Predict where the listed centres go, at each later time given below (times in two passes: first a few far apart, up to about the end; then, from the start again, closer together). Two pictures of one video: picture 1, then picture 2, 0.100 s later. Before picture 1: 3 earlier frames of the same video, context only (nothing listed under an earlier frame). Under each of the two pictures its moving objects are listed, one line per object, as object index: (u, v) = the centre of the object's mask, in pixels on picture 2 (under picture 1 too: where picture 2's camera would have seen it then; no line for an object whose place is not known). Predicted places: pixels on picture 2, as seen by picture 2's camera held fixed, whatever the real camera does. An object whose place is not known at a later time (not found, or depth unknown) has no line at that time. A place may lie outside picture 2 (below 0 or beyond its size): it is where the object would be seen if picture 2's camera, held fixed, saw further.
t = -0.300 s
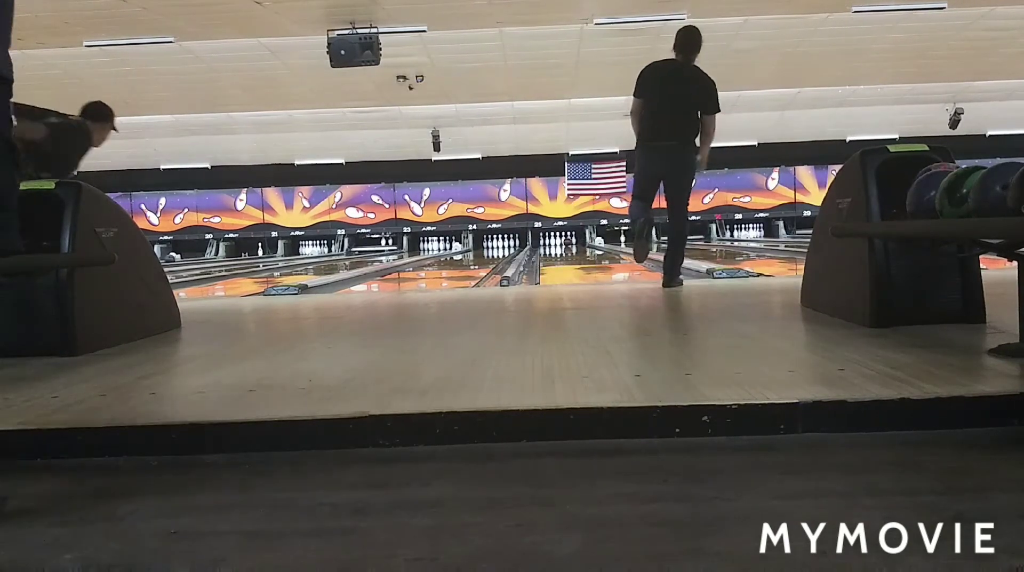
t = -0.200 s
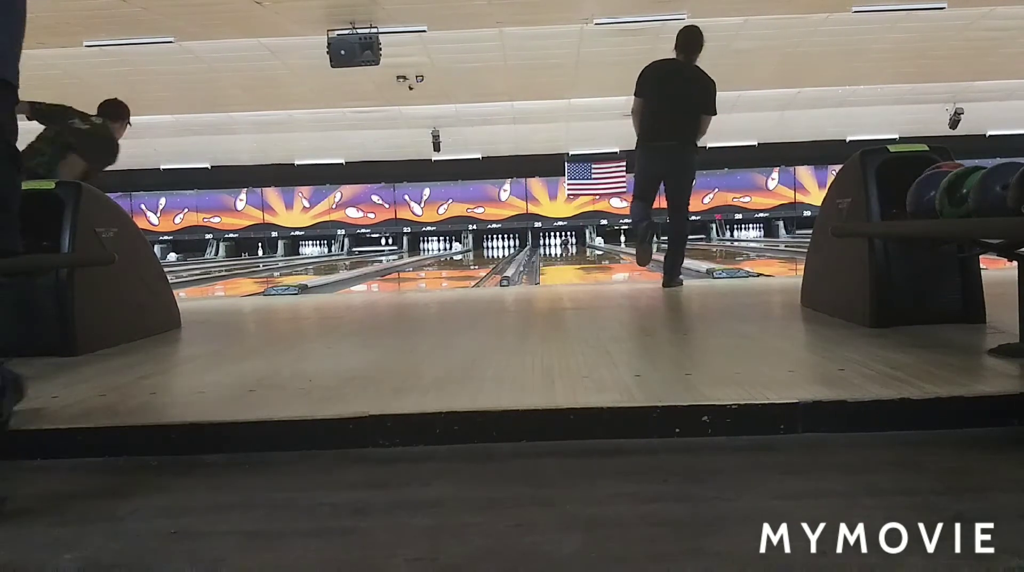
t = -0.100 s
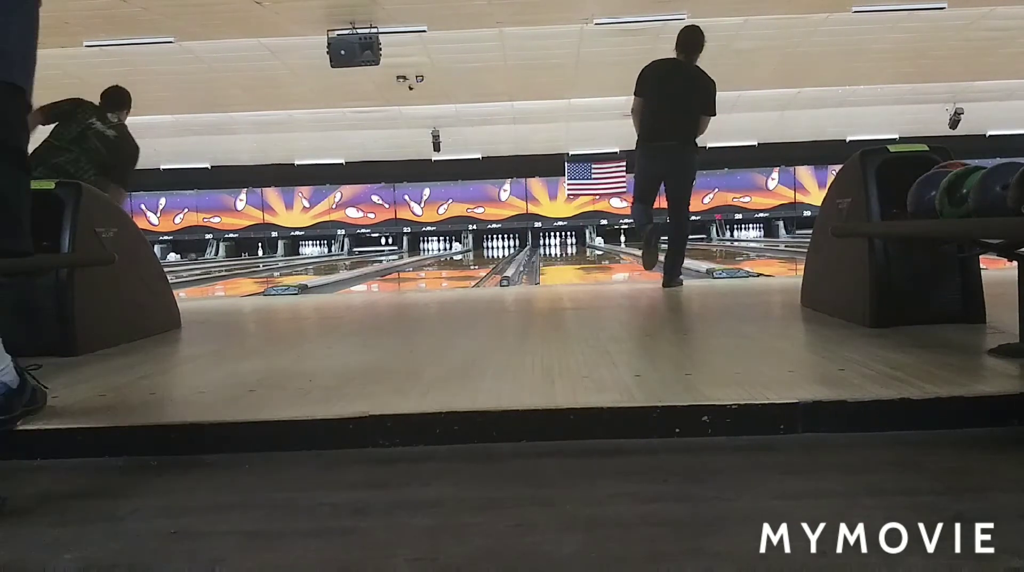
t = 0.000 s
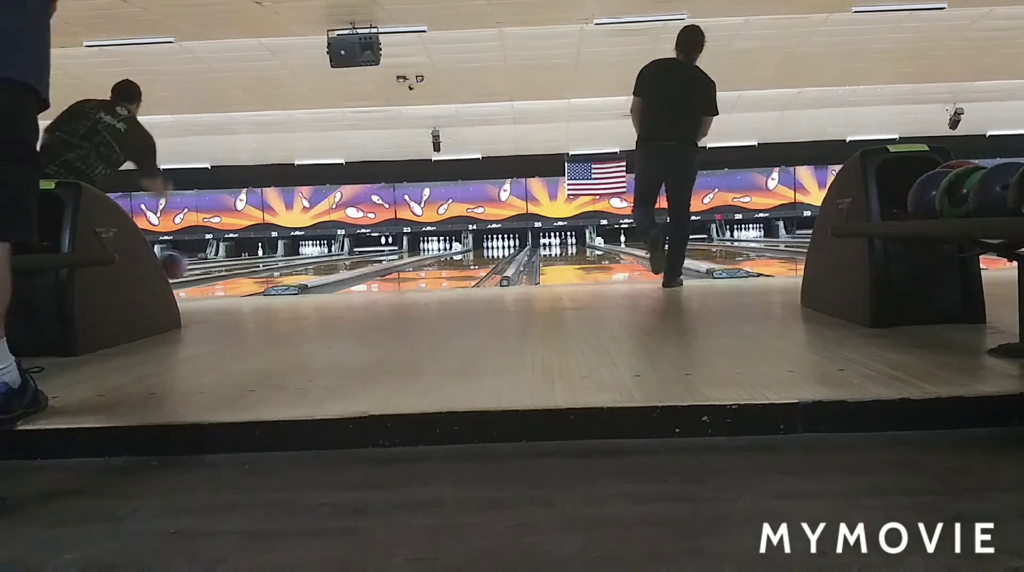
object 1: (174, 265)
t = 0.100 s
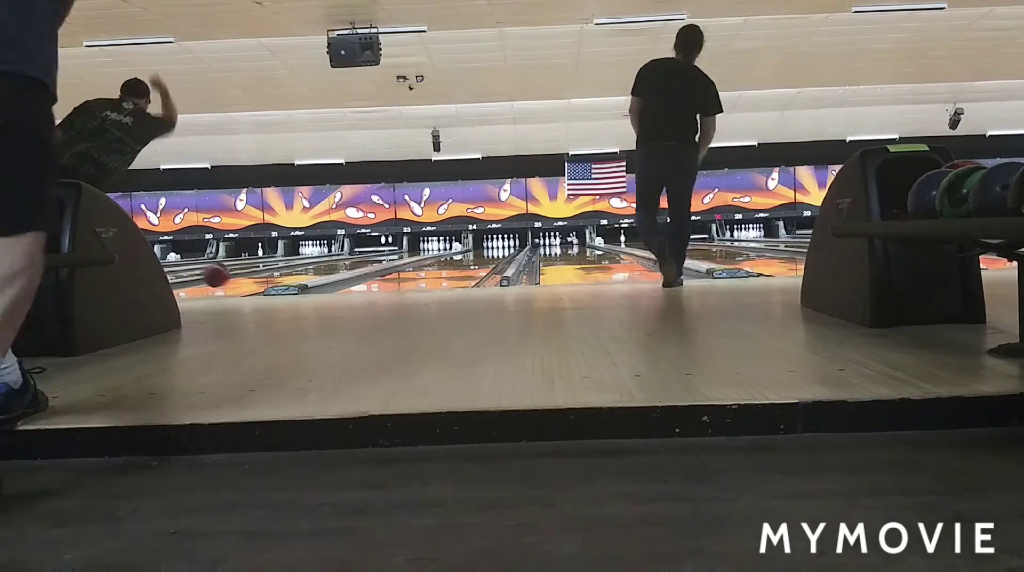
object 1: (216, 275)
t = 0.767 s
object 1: (359, 259)
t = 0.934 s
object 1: (375, 256)
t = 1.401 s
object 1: (409, 251)
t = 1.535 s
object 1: (416, 251)
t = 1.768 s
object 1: (425, 249)
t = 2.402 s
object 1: (444, 246)
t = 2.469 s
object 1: (447, 246)
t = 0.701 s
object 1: (349, 261)
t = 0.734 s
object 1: (354, 261)
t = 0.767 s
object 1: (359, 259)
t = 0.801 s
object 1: (361, 258)
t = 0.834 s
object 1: (365, 257)
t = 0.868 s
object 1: (368, 257)
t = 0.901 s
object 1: (372, 256)
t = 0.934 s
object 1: (375, 256)
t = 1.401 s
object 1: (409, 251)
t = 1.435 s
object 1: (412, 251)
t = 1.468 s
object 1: (413, 251)
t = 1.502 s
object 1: (414, 251)
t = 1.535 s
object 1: (416, 251)
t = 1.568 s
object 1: (418, 250)
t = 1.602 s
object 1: (419, 250)
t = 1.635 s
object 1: (420, 250)
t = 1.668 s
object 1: (423, 250)
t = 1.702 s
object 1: (423, 250)
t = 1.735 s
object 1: (424, 249)
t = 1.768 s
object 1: (425, 249)
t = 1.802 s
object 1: (427, 249)
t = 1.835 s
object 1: (428, 249)
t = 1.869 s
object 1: (429, 249)
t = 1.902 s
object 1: (430, 248)
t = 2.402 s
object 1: (444, 246)
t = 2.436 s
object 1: (446, 246)
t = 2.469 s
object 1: (447, 246)
